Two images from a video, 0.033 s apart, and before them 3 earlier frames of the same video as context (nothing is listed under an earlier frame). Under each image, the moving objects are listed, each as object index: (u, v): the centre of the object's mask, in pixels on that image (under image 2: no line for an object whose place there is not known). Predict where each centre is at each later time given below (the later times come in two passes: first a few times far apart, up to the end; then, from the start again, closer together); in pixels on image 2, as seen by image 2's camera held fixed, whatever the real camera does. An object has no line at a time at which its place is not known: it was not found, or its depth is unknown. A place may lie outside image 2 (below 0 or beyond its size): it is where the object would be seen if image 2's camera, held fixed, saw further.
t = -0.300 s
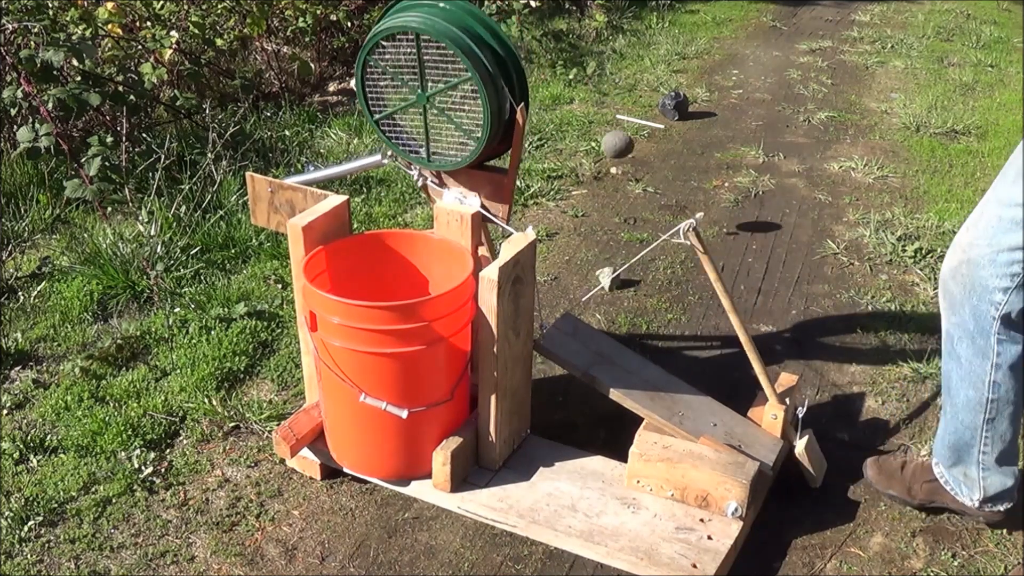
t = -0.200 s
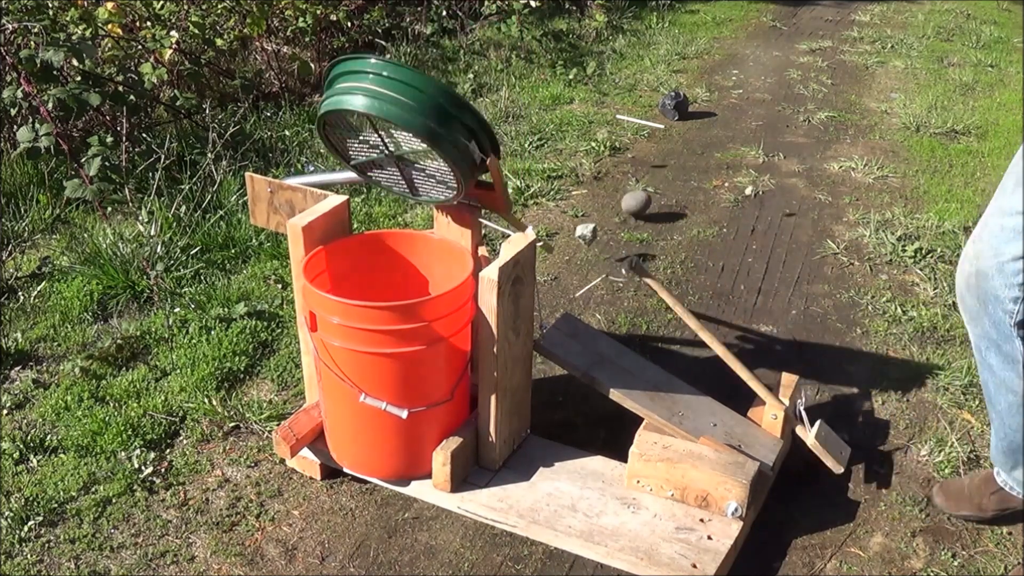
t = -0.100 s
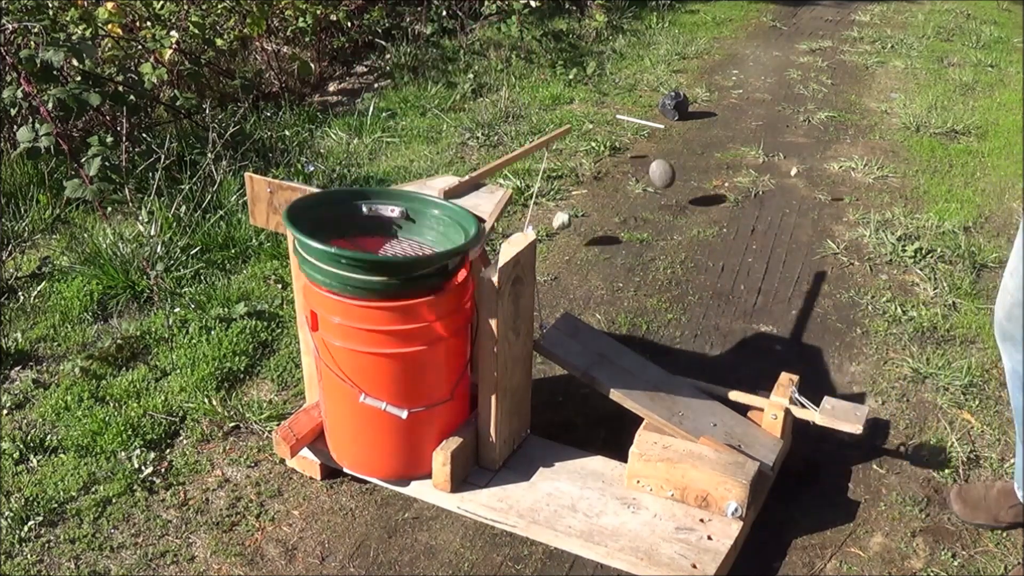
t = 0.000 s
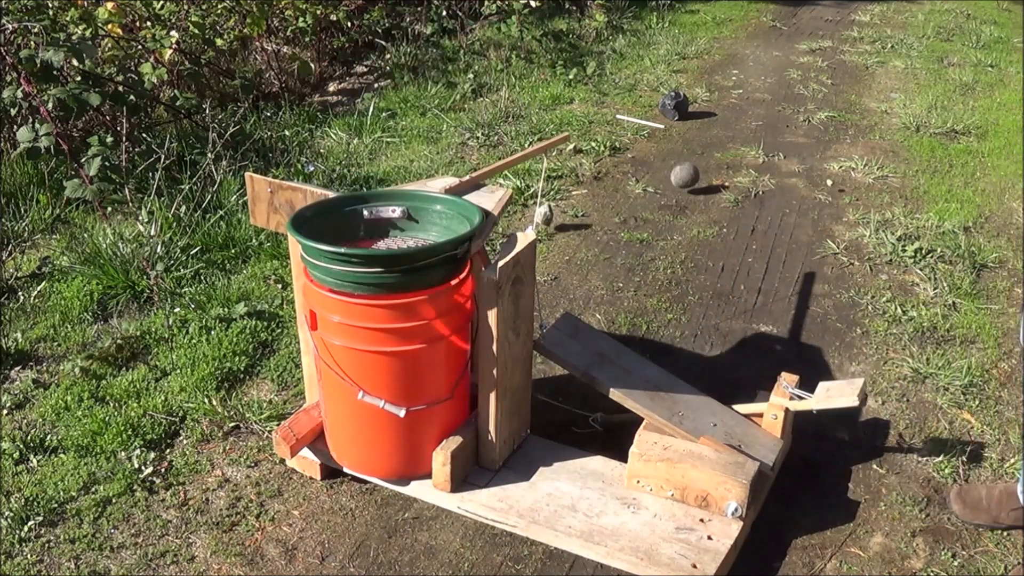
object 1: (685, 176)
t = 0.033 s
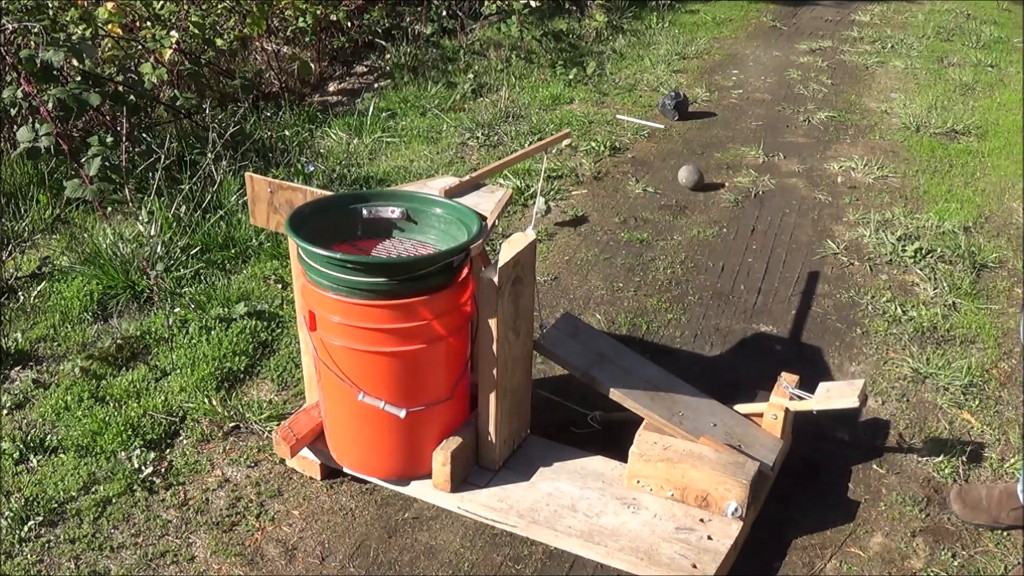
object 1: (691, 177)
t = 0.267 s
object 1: (716, 149)
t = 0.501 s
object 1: (729, 129)
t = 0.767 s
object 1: (738, 110)
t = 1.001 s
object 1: (736, 92)
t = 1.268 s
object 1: (728, 77)
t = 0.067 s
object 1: (695, 171)
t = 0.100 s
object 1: (698, 166)
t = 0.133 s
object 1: (702, 166)
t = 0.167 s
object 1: (706, 161)
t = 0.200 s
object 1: (709, 158)
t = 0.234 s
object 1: (713, 153)
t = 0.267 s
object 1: (716, 149)
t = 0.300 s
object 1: (718, 145)
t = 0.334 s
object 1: (720, 145)
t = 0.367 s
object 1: (722, 141)
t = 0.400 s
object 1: (724, 138)
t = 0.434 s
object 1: (725, 137)
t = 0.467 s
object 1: (728, 132)
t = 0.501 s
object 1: (729, 129)
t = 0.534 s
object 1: (731, 127)
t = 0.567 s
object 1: (732, 125)
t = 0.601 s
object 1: (733, 123)
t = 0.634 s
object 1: (734, 120)
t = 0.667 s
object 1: (735, 118)
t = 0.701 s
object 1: (736, 114)
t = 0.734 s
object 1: (737, 111)
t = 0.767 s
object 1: (738, 110)
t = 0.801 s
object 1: (738, 107)
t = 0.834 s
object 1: (738, 105)
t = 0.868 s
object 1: (737, 103)
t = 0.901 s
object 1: (737, 100)
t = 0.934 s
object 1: (737, 98)
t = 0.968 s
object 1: (737, 95)
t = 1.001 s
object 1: (736, 92)
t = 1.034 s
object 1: (736, 91)
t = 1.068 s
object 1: (735, 88)
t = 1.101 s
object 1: (734, 87)
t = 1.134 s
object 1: (733, 85)
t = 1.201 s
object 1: (730, 81)
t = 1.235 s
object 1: (729, 80)
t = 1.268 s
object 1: (728, 77)
